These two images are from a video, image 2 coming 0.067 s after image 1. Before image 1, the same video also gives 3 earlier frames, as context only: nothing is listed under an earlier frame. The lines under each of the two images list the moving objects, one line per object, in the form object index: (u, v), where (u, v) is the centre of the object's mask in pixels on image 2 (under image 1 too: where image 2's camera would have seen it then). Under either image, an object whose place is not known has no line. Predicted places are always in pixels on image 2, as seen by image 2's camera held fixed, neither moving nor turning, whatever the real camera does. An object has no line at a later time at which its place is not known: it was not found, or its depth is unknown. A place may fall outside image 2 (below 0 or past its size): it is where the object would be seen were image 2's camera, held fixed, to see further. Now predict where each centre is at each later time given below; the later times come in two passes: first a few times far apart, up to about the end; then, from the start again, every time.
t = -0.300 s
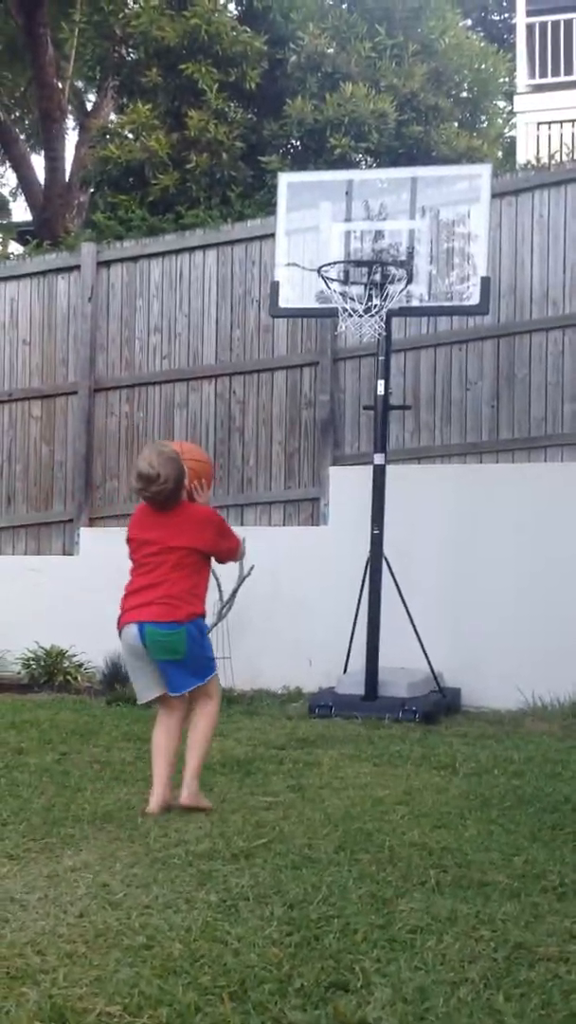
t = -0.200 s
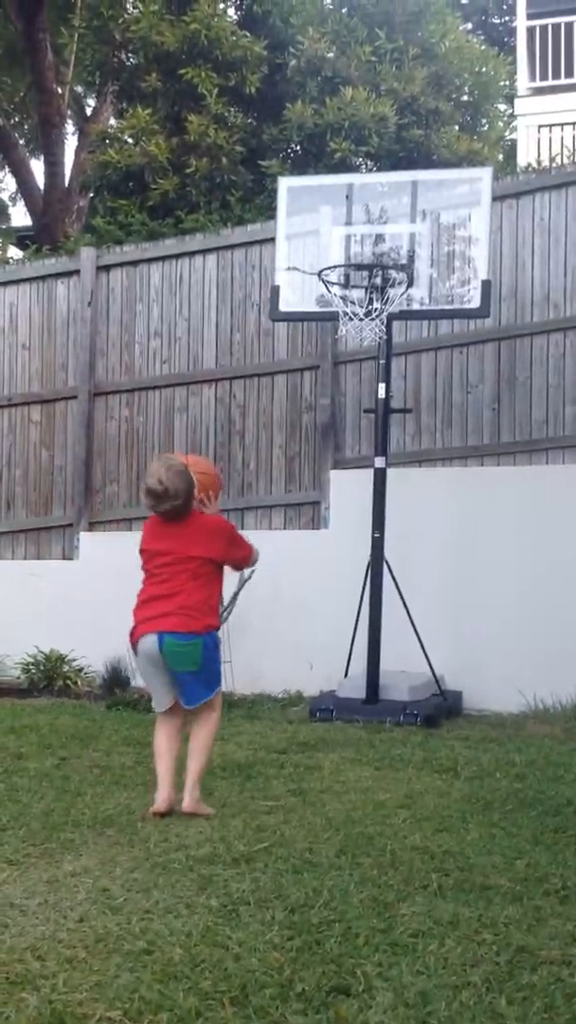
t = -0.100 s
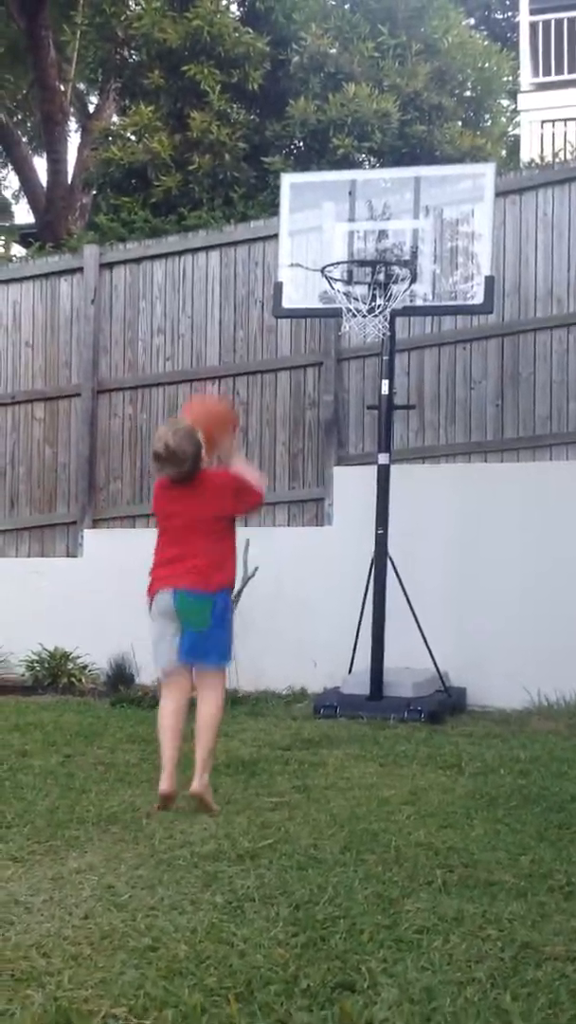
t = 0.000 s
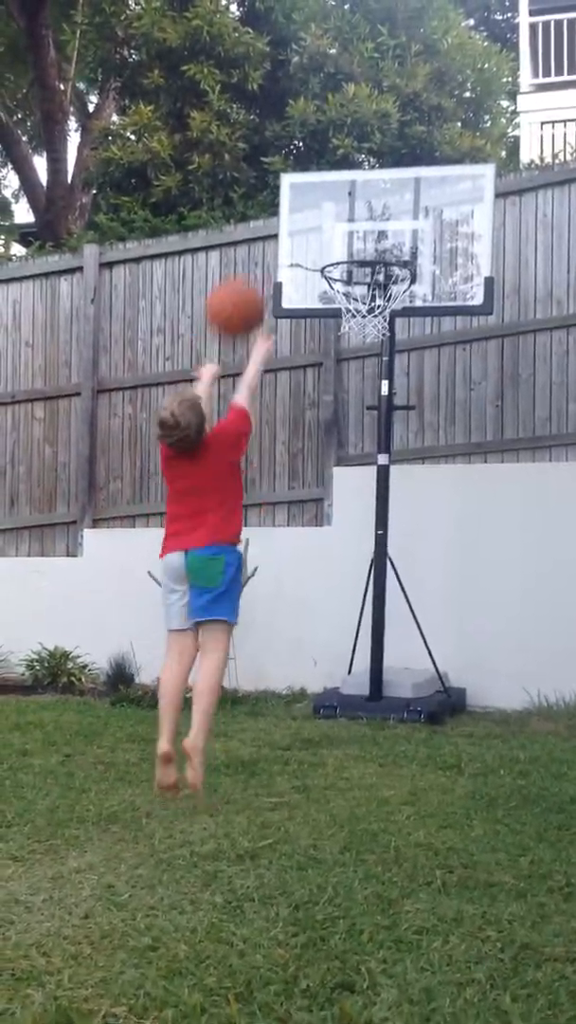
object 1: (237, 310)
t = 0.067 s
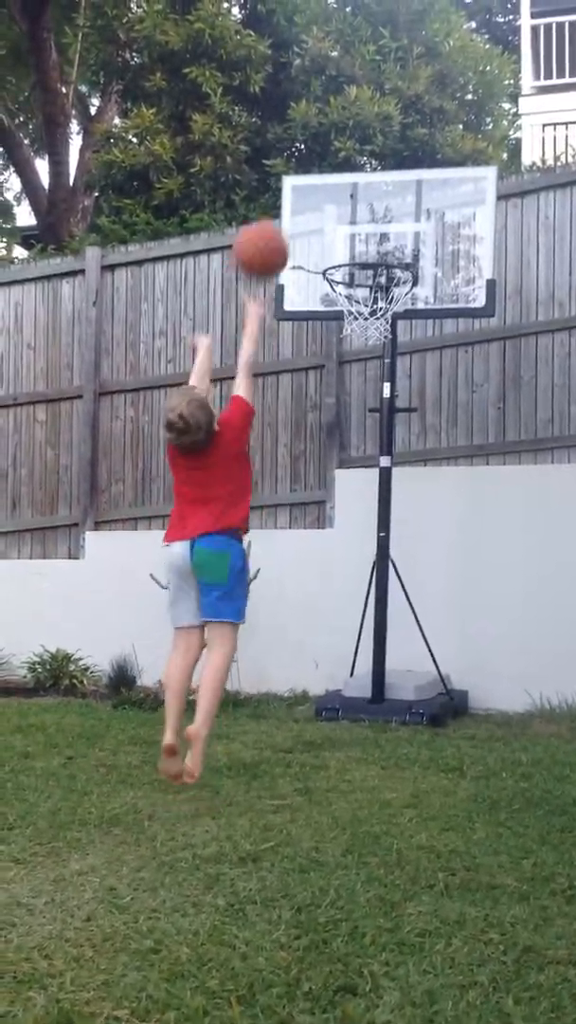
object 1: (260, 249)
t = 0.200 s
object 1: (302, 178)
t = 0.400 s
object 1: (355, 160)
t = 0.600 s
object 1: (396, 222)
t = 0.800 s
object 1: (406, 238)
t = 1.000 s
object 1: (387, 230)
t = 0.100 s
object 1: (271, 225)
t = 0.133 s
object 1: (282, 205)
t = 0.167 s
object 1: (292, 190)
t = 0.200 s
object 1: (302, 178)
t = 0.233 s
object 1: (313, 169)
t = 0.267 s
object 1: (322, 162)
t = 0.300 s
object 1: (330, 158)
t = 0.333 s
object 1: (339, 157)
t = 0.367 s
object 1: (347, 158)
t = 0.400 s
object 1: (355, 160)
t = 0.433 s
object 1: (363, 166)
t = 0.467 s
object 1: (370, 173)
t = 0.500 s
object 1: (377, 183)
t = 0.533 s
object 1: (383, 195)
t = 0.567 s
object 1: (390, 208)
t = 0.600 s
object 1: (396, 222)
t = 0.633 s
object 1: (402, 239)
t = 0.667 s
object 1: (409, 255)
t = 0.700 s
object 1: (408, 251)
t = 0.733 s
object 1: (408, 246)
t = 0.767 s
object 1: (407, 241)
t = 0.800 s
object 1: (406, 238)
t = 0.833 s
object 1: (404, 232)
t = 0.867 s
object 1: (401, 228)
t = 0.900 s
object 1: (397, 226)
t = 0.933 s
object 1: (394, 225)
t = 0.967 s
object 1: (391, 227)
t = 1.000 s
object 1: (387, 230)
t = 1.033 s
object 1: (384, 236)
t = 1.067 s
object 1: (381, 243)
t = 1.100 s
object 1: (377, 251)
